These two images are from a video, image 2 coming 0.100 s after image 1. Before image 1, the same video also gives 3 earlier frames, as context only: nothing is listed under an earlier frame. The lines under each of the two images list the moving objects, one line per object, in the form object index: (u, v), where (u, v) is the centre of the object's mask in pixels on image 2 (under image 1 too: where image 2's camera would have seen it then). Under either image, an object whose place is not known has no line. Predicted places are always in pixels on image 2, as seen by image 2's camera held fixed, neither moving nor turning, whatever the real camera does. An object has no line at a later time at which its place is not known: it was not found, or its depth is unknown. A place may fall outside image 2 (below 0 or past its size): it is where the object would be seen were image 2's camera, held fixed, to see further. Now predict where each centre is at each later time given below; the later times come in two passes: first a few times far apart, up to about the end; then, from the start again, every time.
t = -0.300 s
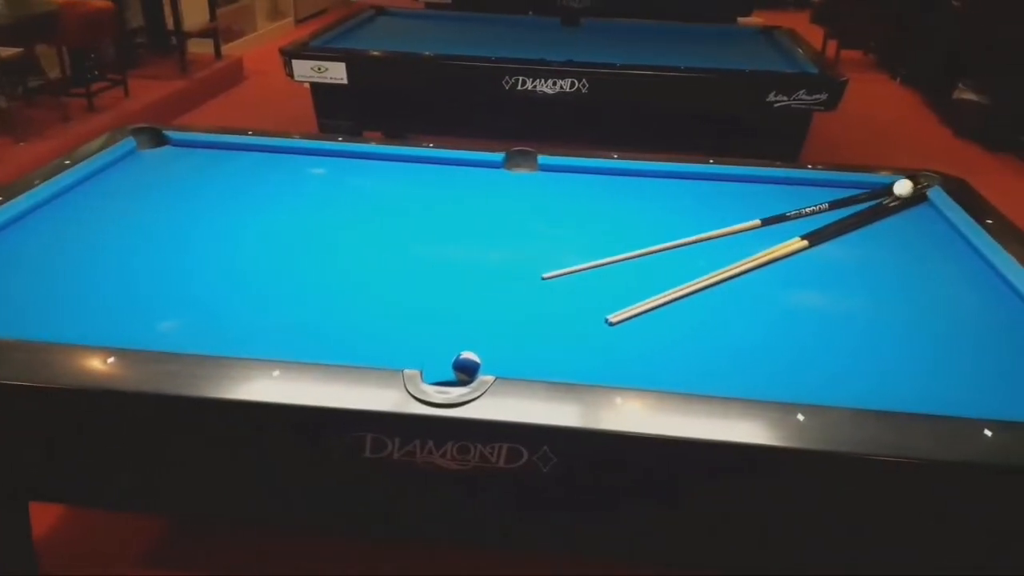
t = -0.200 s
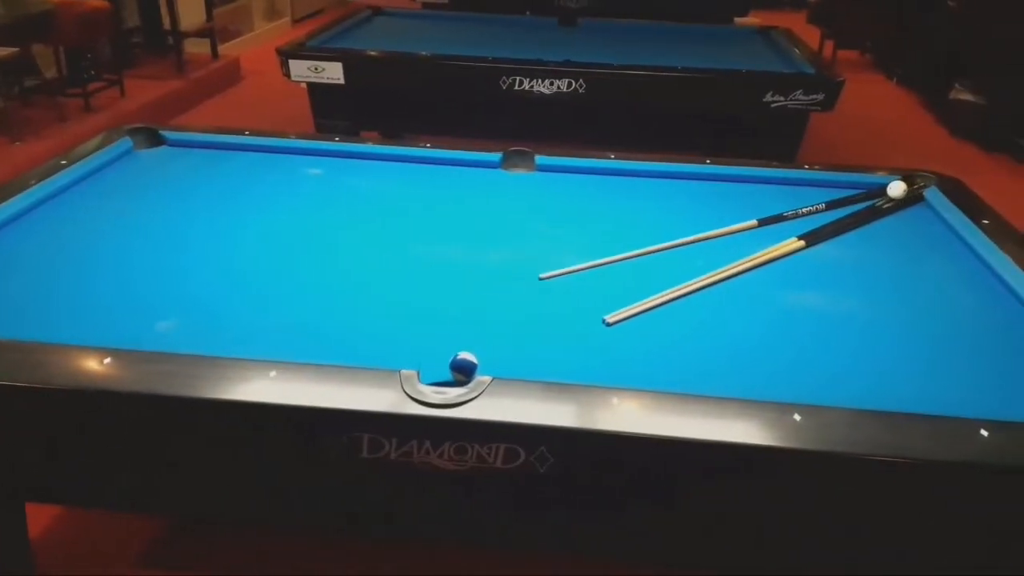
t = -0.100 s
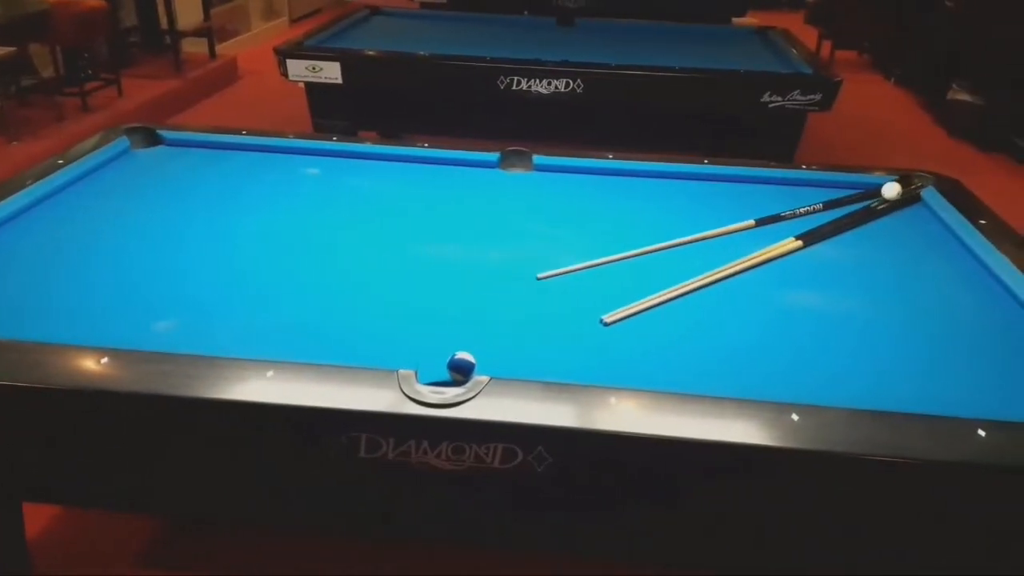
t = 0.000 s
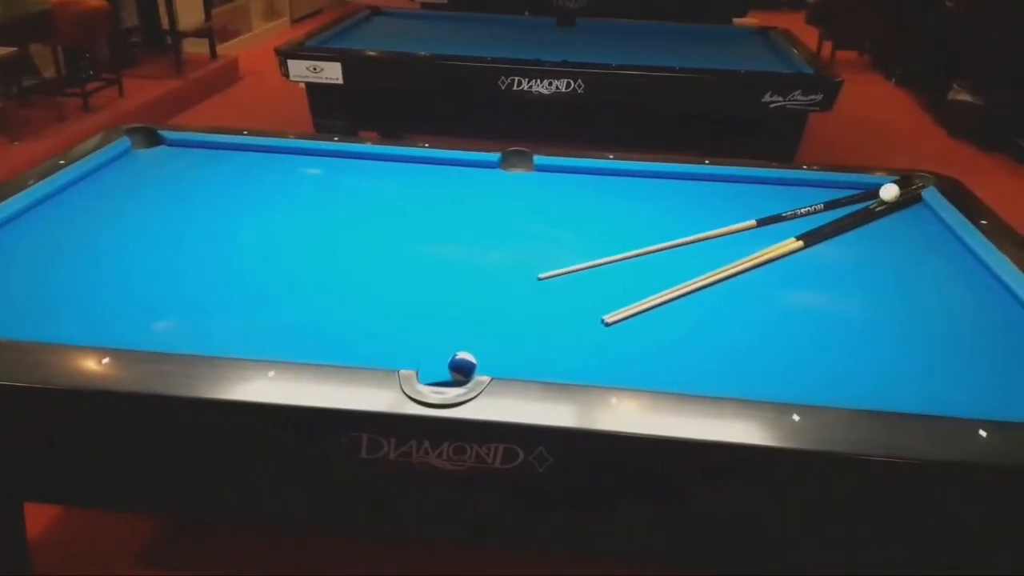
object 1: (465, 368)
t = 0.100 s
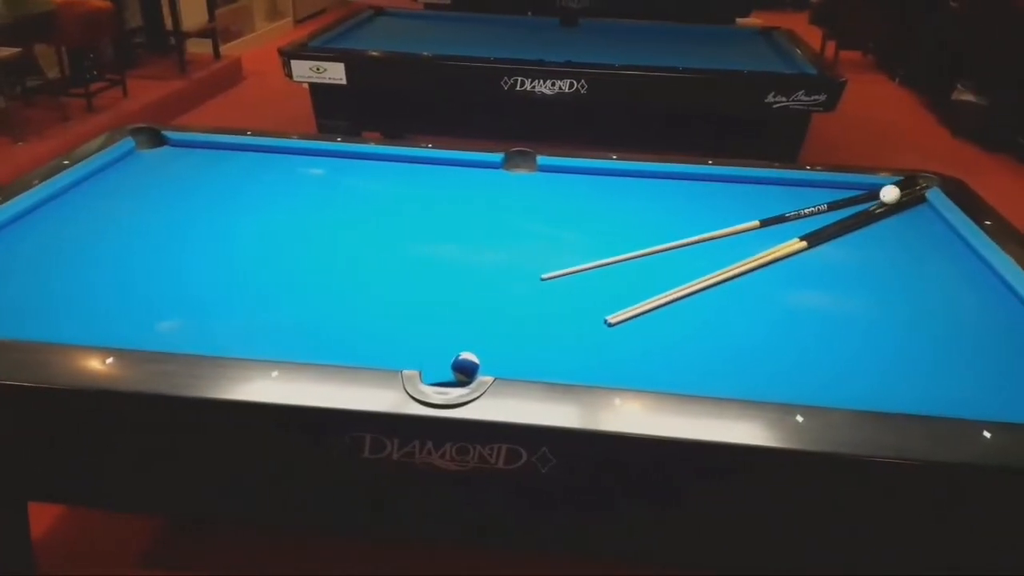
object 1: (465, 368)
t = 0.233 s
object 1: (465, 367)
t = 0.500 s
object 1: (465, 367)
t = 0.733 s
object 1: (465, 367)
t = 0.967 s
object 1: (465, 367)
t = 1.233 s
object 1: (465, 367)
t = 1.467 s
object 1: (465, 367)
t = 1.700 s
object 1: (465, 367)
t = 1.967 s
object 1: (465, 367)
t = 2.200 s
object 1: (466, 367)
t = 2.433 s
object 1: (465, 368)
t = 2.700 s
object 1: (465, 367)
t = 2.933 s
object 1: (465, 367)
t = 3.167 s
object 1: (465, 367)
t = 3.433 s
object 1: (465, 367)
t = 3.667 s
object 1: (465, 367)
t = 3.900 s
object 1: (465, 367)
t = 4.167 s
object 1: (465, 367)
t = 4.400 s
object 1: (465, 367)
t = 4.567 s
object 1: (453, 371)
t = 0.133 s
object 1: (465, 368)
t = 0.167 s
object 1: (465, 367)
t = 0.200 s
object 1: (465, 368)
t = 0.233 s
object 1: (465, 367)
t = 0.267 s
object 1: (465, 367)
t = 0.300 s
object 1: (465, 368)
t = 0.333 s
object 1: (465, 367)
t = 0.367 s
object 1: (465, 367)
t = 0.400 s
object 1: (465, 367)
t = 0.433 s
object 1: (466, 367)
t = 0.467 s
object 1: (466, 367)
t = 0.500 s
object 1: (465, 367)
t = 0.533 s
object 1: (465, 367)
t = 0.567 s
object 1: (465, 367)
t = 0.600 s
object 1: (465, 367)
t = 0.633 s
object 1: (465, 367)
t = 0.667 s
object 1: (465, 367)
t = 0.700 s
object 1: (465, 367)
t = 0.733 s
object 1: (465, 367)
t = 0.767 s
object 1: (466, 367)
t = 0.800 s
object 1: (466, 367)
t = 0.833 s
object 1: (465, 367)
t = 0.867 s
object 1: (465, 367)
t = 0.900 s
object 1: (465, 367)
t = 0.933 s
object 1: (465, 367)
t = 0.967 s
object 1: (465, 367)
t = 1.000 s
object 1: (465, 367)
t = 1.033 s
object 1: (465, 367)
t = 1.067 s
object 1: (465, 367)
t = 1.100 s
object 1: (465, 367)
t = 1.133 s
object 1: (465, 367)
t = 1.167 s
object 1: (466, 367)
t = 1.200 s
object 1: (466, 367)
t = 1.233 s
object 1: (465, 367)
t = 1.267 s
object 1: (465, 367)
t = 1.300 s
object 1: (465, 367)
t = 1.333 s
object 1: (465, 367)
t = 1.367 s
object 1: (465, 367)
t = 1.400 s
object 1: (465, 367)
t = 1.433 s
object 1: (465, 367)
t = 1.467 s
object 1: (465, 367)
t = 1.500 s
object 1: (465, 367)
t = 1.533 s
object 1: (465, 367)
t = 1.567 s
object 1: (465, 367)
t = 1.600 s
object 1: (465, 367)
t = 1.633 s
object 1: (465, 367)
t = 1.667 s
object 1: (465, 367)
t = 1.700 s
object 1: (465, 367)
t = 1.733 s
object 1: (465, 367)
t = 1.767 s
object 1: (465, 367)
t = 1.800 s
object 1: (465, 367)
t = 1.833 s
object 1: (465, 367)
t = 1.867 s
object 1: (465, 367)
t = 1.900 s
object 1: (465, 367)
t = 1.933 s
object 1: (465, 367)
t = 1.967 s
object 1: (465, 367)
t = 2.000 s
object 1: (465, 367)
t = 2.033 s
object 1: (465, 367)
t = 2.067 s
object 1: (465, 367)
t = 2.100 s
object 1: (465, 367)
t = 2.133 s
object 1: (466, 367)
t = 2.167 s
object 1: (466, 367)
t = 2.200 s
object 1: (466, 367)
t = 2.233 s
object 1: (466, 368)
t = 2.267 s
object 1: (466, 367)
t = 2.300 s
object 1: (466, 368)
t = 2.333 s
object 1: (466, 367)
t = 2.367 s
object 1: (466, 367)
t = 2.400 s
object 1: (465, 367)
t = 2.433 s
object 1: (465, 368)
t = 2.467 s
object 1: (465, 368)
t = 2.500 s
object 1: (465, 367)
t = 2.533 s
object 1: (465, 367)
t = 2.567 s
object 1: (465, 367)
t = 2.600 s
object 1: (465, 367)
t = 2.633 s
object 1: (465, 367)
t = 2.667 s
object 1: (465, 367)
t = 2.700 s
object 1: (465, 367)
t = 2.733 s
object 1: (465, 367)
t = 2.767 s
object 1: (465, 367)
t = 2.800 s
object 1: (465, 367)
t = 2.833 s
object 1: (465, 367)
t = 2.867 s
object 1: (465, 367)
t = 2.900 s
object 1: (465, 367)
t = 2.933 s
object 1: (465, 367)
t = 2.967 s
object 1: (465, 367)
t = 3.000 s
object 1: (465, 367)
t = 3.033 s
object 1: (465, 367)
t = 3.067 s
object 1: (465, 367)
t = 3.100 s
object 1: (465, 367)
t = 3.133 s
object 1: (465, 367)
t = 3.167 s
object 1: (465, 367)
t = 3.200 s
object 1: (465, 367)
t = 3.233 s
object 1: (465, 367)
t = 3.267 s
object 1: (465, 367)
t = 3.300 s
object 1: (465, 367)
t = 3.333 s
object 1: (465, 367)
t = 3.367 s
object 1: (465, 367)
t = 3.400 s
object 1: (465, 367)
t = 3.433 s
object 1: (465, 367)
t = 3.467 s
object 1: (465, 367)
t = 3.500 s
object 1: (465, 367)
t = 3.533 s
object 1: (465, 367)
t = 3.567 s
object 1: (465, 367)
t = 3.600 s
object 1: (465, 367)
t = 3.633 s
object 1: (465, 367)
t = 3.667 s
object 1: (465, 367)
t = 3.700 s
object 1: (465, 367)
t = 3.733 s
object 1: (465, 367)
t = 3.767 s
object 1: (465, 367)
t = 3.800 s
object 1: (465, 367)
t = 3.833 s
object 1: (465, 367)
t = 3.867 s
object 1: (465, 367)
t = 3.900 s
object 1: (465, 367)
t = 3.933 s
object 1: (465, 367)
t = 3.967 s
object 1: (465, 367)
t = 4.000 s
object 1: (465, 367)
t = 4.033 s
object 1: (465, 367)
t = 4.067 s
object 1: (465, 367)
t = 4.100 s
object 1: (465, 367)
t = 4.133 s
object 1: (465, 367)
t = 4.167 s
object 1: (465, 367)
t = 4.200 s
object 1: (465, 367)
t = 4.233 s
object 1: (465, 367)
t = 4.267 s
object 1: (465, 367)
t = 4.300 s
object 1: (465, 367)
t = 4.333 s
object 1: (465, 367)
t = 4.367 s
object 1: (465, 367)
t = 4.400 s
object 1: (465, 367)
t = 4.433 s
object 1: (465, 367)
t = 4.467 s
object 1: (465, 367)
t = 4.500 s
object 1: (461, 369)
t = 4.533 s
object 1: (457, 369)
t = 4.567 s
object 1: (453, 371)
